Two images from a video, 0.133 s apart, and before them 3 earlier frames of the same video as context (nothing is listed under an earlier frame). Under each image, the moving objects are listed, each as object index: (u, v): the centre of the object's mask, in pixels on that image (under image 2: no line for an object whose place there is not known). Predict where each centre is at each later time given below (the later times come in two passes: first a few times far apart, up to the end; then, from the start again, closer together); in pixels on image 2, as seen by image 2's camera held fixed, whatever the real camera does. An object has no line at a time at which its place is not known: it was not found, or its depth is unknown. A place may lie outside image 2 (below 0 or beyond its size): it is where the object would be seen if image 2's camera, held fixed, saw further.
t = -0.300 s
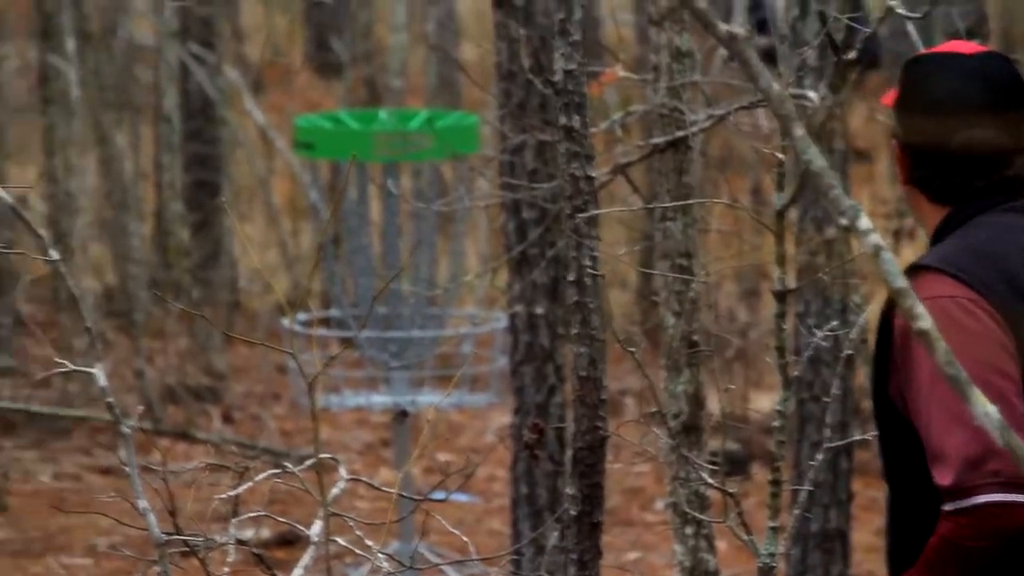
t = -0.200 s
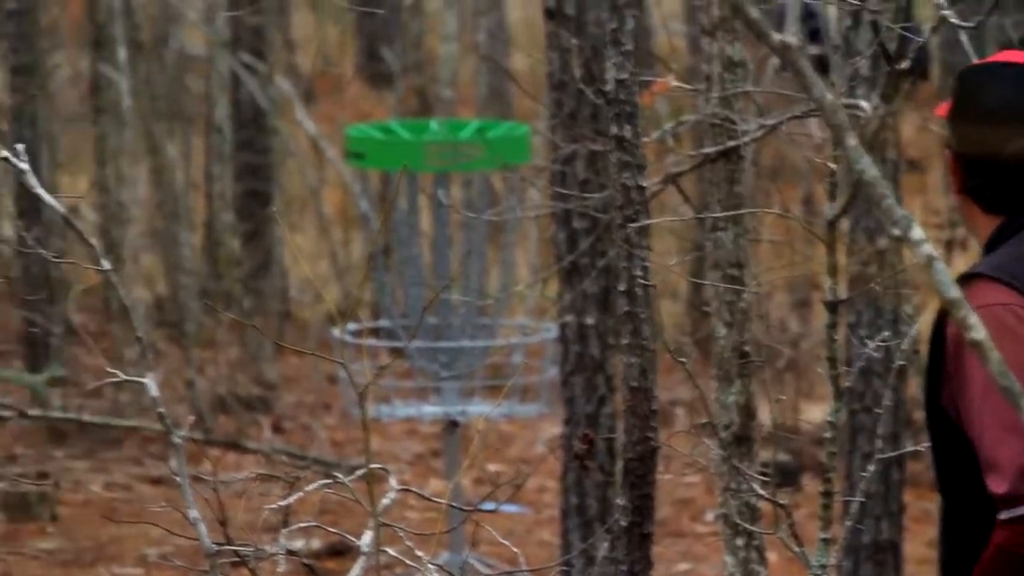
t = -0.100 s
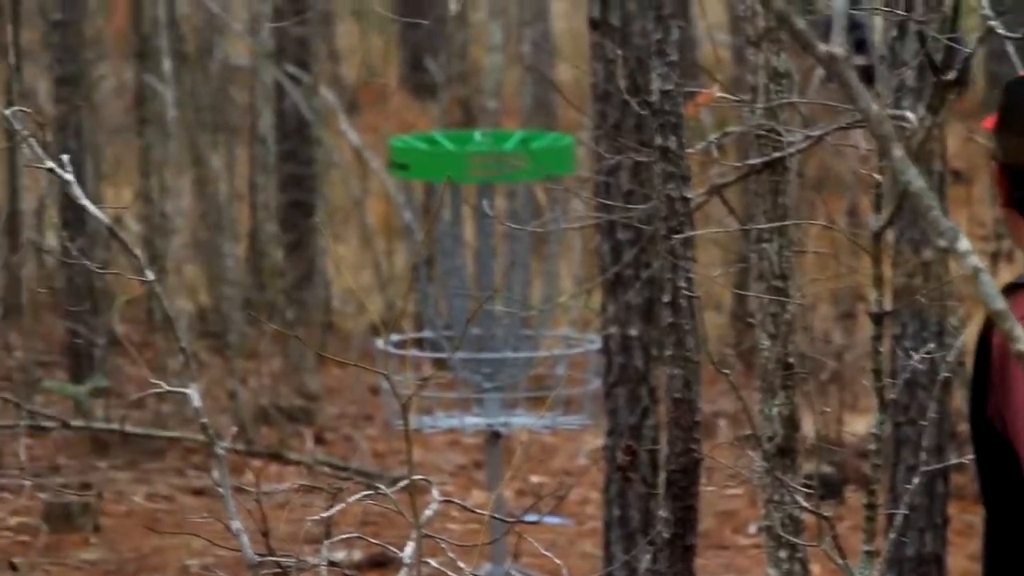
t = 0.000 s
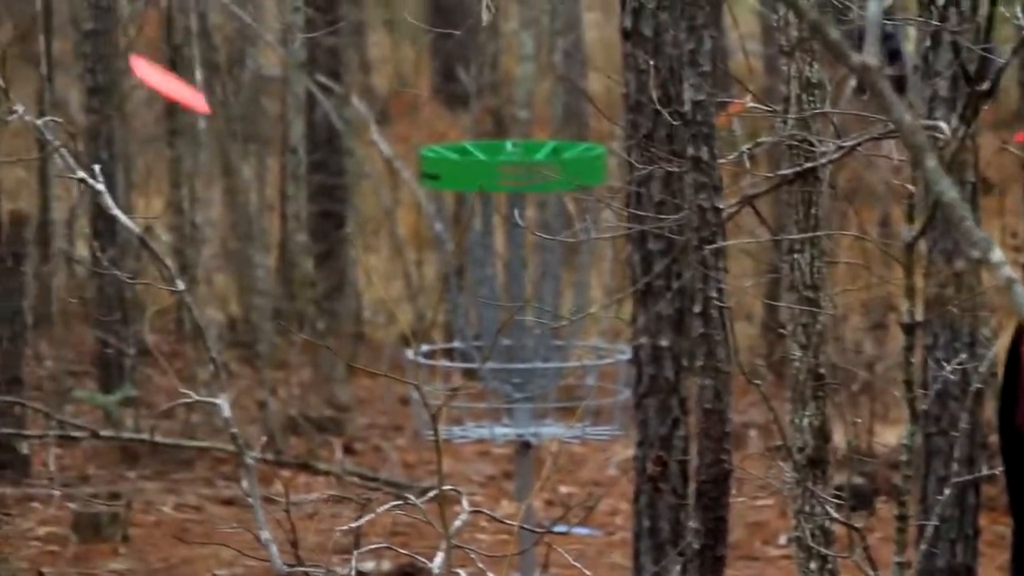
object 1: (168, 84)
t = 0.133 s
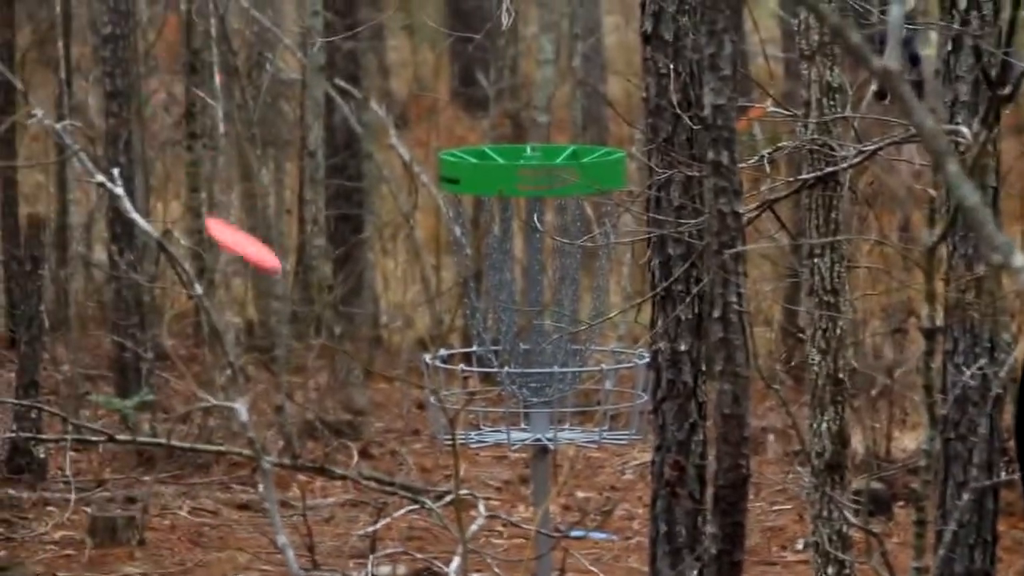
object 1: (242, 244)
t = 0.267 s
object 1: (315, 393)
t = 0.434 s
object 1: (429, 561)
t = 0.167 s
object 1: (257, 281)
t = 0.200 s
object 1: (275, 322)
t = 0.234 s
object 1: (294, 356)
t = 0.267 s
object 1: (315, 393)
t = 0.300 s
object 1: (338, 430)
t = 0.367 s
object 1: (390, 501)
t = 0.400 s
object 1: (418, 537)
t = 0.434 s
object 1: (429, 561)
